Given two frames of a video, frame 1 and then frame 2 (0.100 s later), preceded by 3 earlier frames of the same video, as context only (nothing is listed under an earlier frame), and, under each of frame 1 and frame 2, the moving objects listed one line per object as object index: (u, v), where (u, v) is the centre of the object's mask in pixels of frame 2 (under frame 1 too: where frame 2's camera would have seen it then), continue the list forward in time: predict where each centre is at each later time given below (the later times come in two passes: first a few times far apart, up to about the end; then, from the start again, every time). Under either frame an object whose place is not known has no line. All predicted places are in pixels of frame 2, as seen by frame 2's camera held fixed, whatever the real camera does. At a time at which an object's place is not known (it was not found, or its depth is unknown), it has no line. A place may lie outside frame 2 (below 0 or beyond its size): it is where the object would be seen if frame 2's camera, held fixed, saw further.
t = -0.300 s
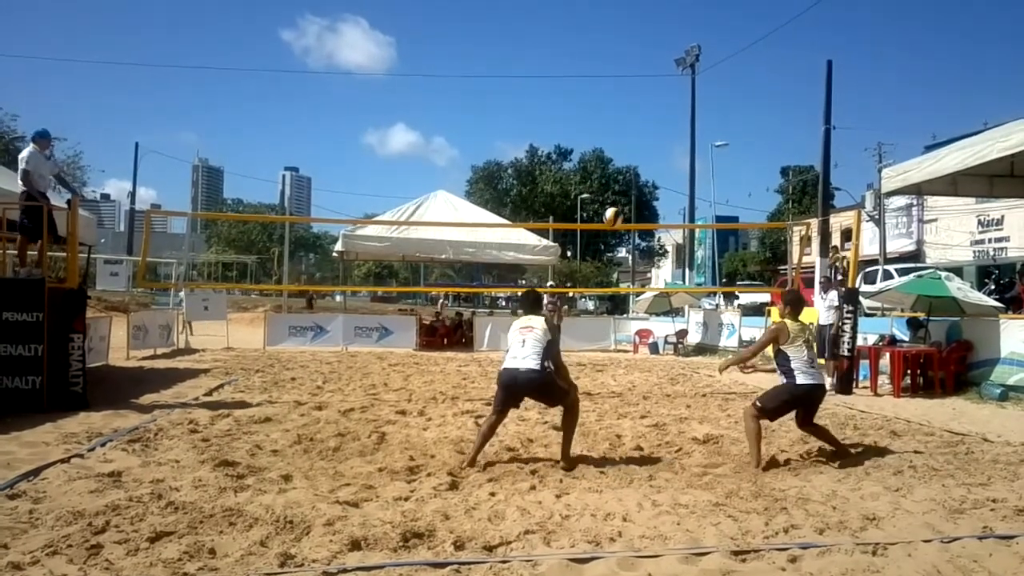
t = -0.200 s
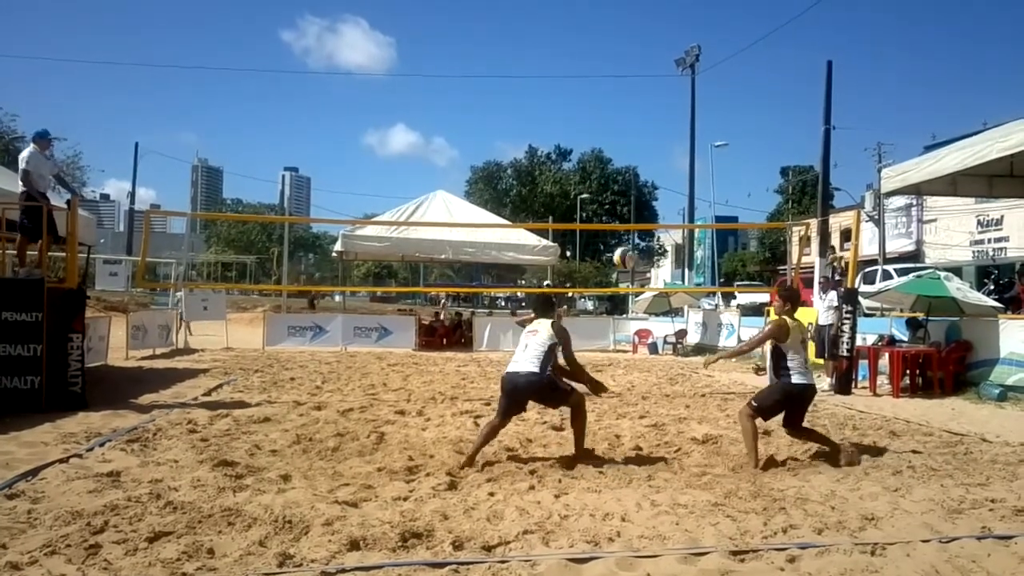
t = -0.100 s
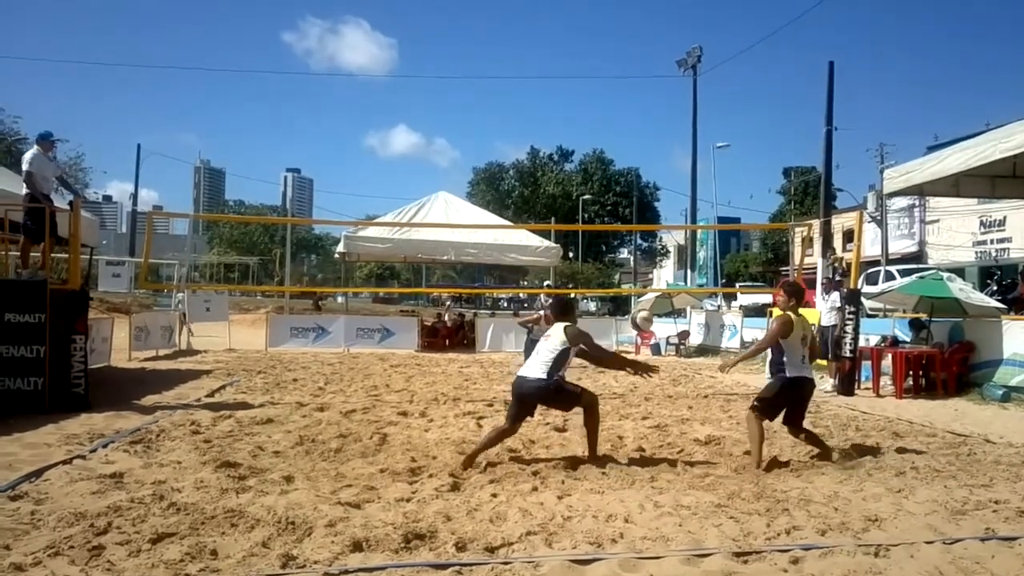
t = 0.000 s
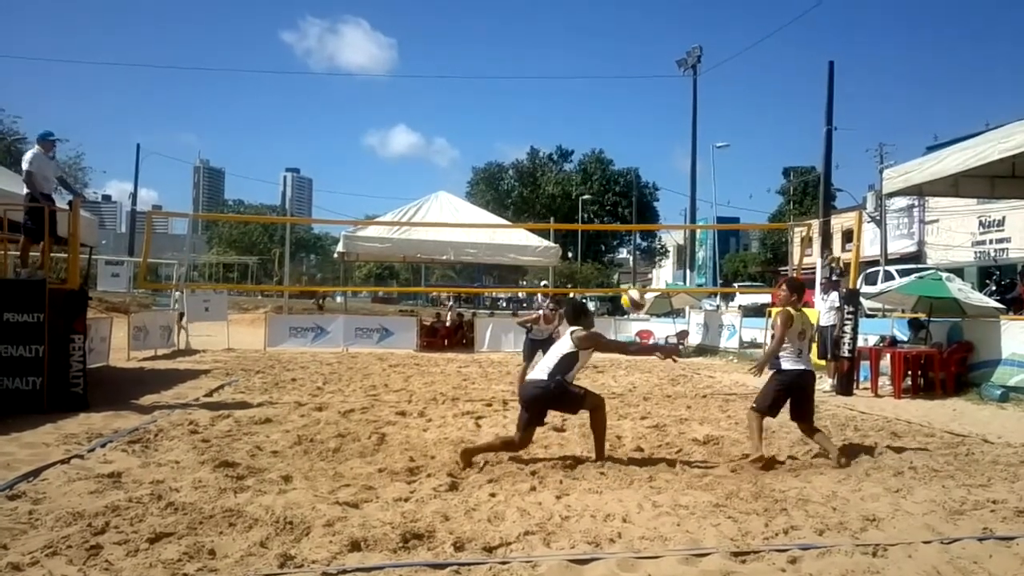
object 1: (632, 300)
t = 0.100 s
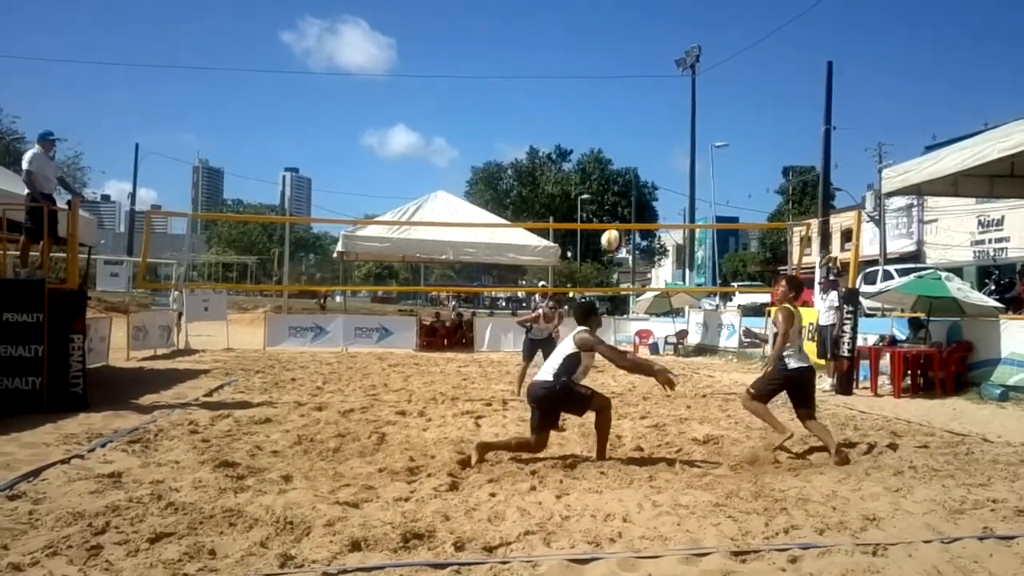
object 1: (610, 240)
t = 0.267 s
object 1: (579, 171)
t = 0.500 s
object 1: (536, 127)
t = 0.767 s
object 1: (492, 143)
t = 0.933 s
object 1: (466, 183)
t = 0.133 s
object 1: (606, 224)
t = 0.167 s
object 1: (599, 208)
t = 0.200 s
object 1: (593, 194)
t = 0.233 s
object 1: (586, 182)
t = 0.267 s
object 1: (579, 171)
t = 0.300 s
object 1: (573, 160)
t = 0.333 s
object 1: (566, 151)
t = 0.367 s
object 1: (561, 145)
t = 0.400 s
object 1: (555, 138)
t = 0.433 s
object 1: (548, 133)
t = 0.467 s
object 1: (543, 130)
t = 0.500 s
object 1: (536, 127)
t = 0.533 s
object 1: (530, 125)
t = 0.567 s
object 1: (524, 124)
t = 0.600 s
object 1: (520, 126)
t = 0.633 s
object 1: (514, 127)
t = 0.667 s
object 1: (508, 129)
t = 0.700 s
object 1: (503, 133)
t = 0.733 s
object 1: (497, 138)
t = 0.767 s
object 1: (492, 143)
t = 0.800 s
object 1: (487, 149)
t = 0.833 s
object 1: (482, 157)
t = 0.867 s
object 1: (477, 165)
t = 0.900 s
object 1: (471, 172)
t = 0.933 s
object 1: (466, 183)
